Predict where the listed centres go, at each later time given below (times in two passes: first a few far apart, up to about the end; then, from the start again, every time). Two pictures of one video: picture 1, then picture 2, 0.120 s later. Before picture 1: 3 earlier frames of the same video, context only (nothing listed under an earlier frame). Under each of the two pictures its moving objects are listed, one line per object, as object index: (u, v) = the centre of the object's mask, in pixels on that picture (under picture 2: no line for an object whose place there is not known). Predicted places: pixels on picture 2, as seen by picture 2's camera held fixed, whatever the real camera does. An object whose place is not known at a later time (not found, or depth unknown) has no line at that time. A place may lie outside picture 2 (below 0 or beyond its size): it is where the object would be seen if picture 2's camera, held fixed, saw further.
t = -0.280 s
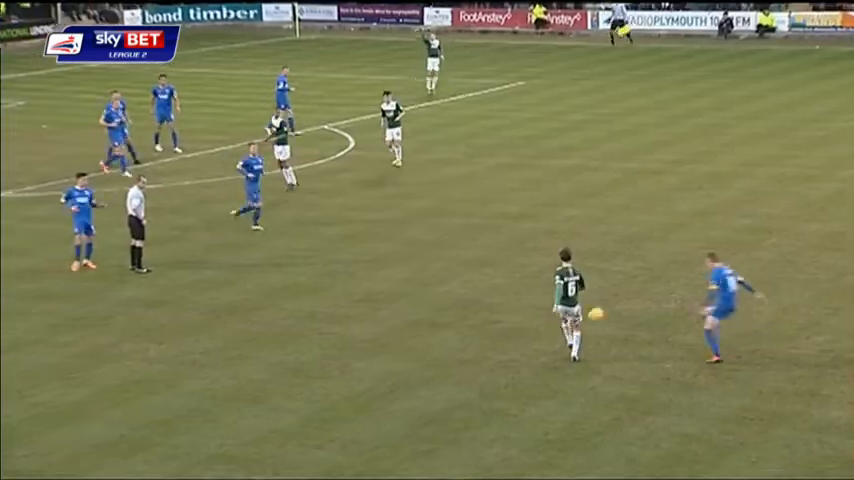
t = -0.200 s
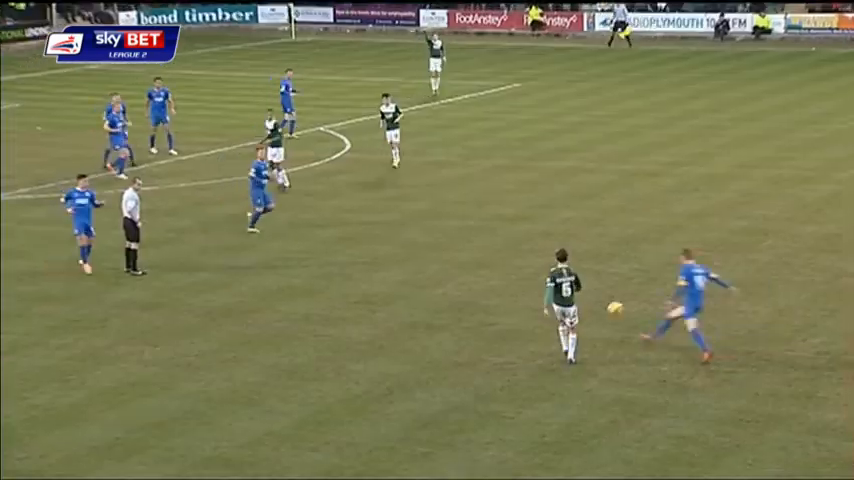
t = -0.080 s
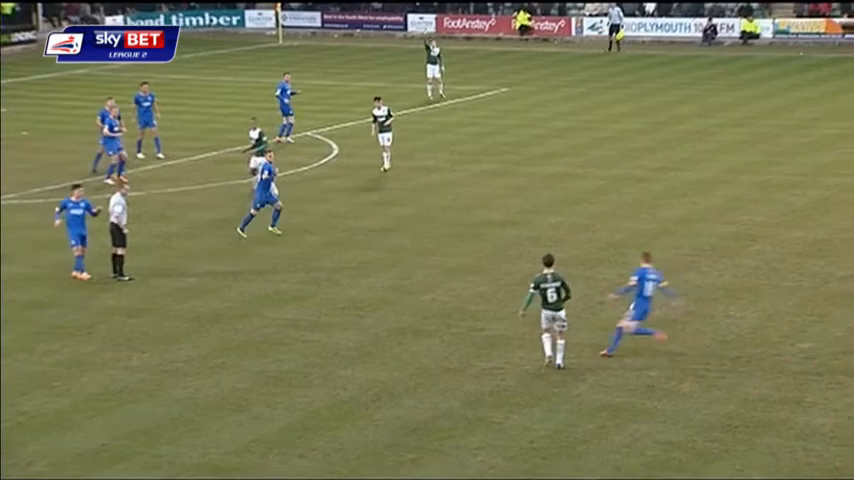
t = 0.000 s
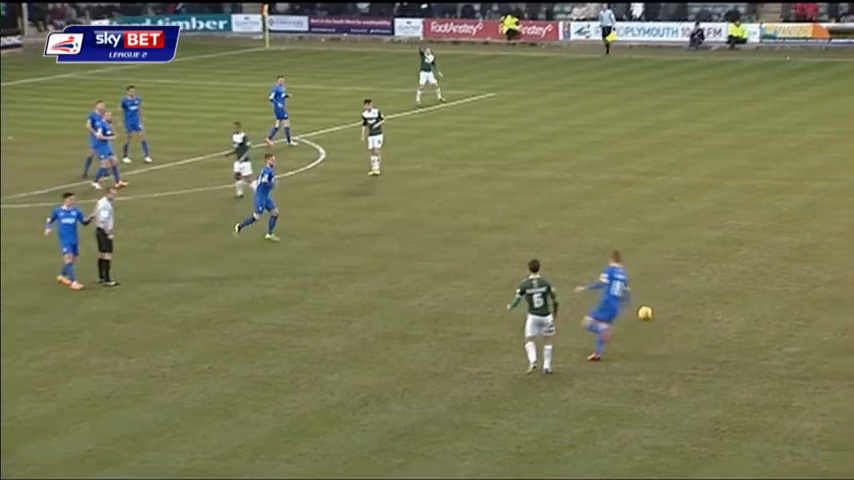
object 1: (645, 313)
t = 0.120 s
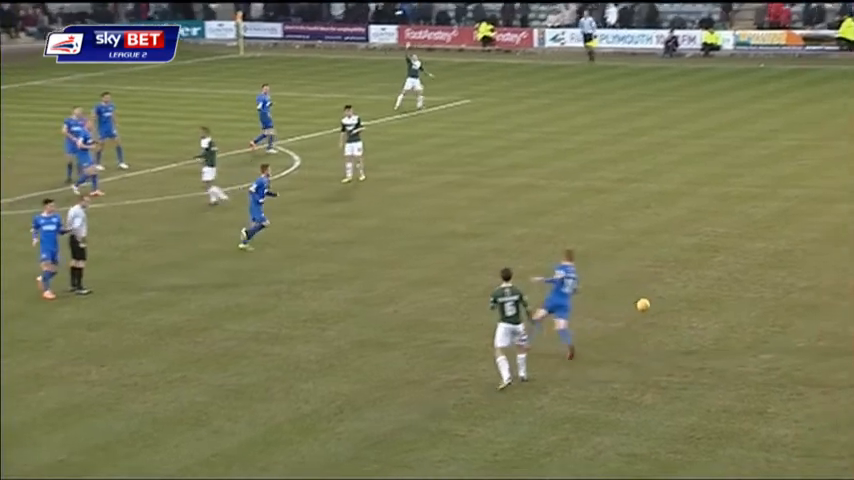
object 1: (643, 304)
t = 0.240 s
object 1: (665, 298)
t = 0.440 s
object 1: (700, 288)
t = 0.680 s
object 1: (740, 277)
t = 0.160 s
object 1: (650, 301)
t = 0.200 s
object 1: (657, 300)
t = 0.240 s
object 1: (665, 298)
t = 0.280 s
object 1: (672, 298)
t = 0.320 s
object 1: (679, 298)
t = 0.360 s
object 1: (686, 294)
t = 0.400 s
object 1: (693, 291)
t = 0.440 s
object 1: (700, 288)
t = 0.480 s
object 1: (707, 287)
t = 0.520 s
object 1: (713, 286)
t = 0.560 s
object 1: (720, 284)
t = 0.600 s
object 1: (727, 282)
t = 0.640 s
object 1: (733, 279)
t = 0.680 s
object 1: (740, 277)
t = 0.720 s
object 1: (746, 275)
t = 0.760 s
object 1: (753, 273)
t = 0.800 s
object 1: (759, 270)
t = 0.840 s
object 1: (765, 268)
